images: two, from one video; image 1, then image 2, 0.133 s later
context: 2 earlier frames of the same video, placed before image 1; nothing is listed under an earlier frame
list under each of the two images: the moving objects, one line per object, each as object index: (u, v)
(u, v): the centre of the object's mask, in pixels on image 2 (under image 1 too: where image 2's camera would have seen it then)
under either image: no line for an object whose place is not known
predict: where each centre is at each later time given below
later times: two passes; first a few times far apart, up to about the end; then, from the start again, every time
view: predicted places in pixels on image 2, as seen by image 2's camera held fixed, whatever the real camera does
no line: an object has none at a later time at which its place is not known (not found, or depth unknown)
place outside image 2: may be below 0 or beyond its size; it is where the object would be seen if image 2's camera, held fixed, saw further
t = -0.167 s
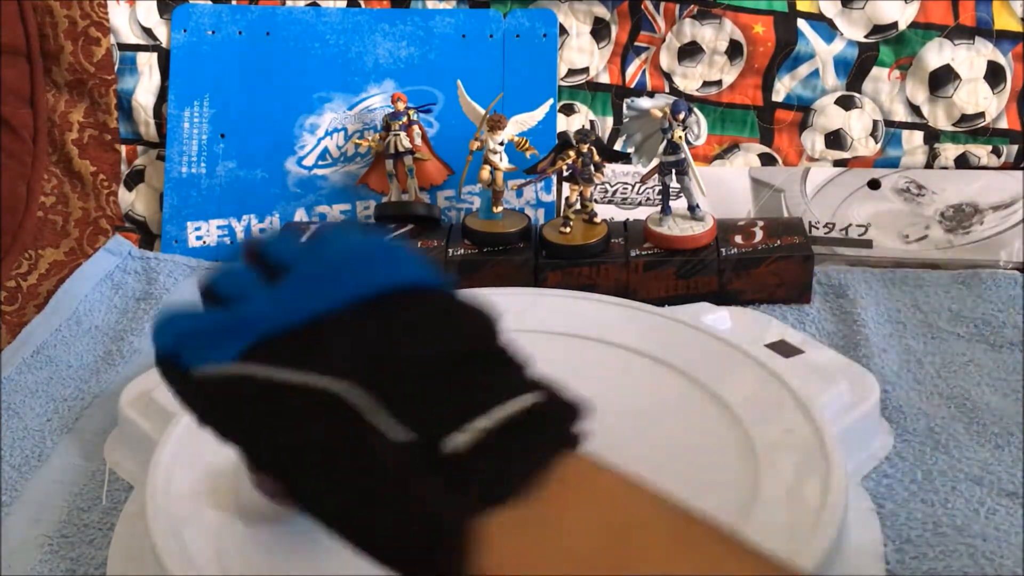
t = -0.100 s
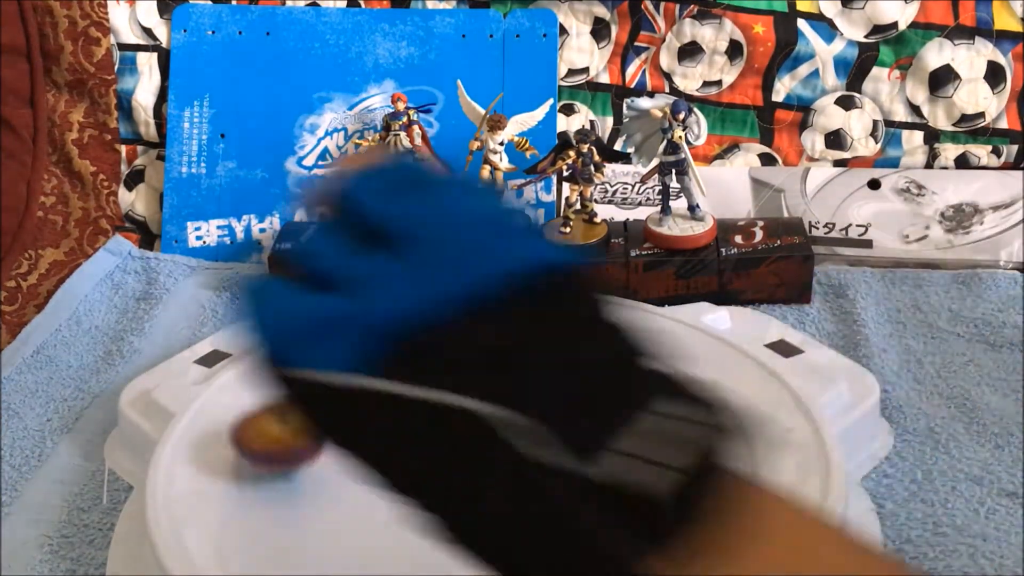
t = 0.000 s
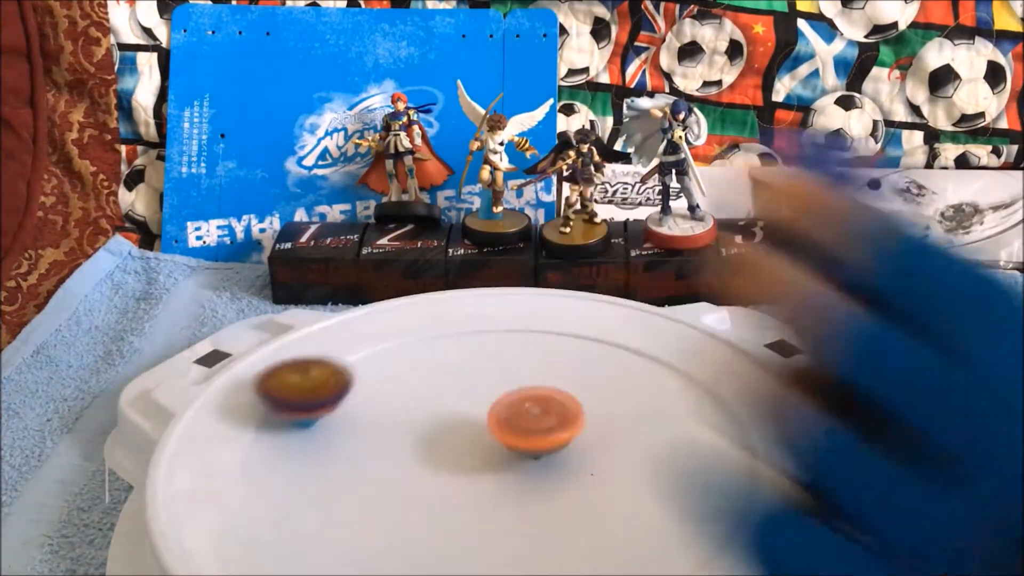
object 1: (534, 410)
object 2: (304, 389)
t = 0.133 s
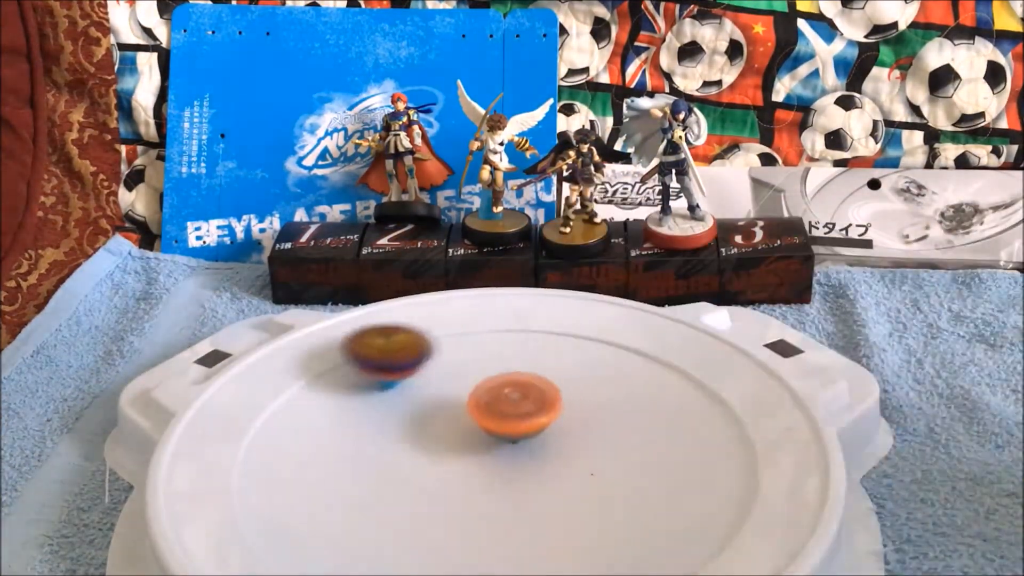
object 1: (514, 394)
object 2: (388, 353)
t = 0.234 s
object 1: (487, 397)
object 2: (465, 348)
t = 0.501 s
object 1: (476, 434)
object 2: (599, 399)
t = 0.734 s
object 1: (494, 421)
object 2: (633, 447)
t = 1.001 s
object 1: (445, 398)
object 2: (566, 427)
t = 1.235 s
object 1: (392, 412)
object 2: (564, 387)
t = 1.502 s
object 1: (445, 440)
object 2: (473, 366)
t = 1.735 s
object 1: (531, 428)
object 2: (417, 432)
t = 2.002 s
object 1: (556, 374)
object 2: (588, 463)
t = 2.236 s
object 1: (497, 359)
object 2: (631, 343)
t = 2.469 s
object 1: (448, 392)
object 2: (401, 324)
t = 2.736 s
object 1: (481, 441)
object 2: (308, 516)
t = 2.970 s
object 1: (542, 442)
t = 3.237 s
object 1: (550, 409)
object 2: (575, 311)
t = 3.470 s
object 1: (493, 398)
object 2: (298, 365)
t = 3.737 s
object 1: (439, 418)
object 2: (427, 537)
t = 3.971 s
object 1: (452, 441)
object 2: (710, 424)
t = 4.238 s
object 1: (501, 428)
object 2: (511, 302)
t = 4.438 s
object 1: (500, 402)
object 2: (329, 363)
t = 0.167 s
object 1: (505, 394)
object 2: (415, 351)
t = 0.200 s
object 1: (495, 395)
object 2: (440, 350)
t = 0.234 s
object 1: (487, 397)
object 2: (465, 348)
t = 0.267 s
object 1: (478, 400)
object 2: (490, 347)
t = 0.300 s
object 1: (471, 404)
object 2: (512, 352)
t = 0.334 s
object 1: (464, 409)
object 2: (533, 357)
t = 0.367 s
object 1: (461, 415)
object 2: (552, 361)
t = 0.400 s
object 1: (460, 420)
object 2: (569, 369)
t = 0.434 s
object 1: (461, 422)
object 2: (582, 378)
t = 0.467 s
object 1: (467, 430)
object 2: (592, 384)
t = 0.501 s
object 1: (476, 434)
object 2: (599, 399)
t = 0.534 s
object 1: (486, 436)
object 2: (603, 409)
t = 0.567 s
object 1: (497, 435)
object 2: (601, 417)
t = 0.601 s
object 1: (503, 435)
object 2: (603, 428)
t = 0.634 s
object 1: (498, 433)
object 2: (616, 434)
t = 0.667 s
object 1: (497, 429)
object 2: (626, 438)
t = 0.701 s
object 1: (496, 425)
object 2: (631, 442)
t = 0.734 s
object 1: (494, 421)
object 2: (633, 447)
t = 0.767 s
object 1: (492, 418)
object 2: (630, 447)
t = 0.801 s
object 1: (490, 415)
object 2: (623, 449)
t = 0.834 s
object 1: (487, 412)
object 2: (612, 445)
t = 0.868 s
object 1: (483, 410)
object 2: (599, 445)
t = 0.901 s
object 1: (479, 408)
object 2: (584, 442)
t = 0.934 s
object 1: (475, 407)
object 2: (569, 435)
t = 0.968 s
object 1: (460, 403)
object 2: (564, 433)
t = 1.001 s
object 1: (445, 398)
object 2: (566, 427)
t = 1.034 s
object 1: (432, 396)
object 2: (568, 425)
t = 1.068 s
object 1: (423, 397)
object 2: (566, 420)
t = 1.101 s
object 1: (416, 399)
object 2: (566, 415)
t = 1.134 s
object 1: (408, 402)
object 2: (565, 409)
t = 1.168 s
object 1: (402, 405)
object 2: (563, 403)
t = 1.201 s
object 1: (396, 408)
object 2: (564, 395)
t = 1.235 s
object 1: (392, 412)
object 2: (564, 387)
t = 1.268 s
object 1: (390, 417)
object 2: (563, 379)
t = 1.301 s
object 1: (391, 422)
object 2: (559, 370)
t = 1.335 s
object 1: (395, 427)
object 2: (553, 360)
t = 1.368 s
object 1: (401, 431)
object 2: (543, 355)
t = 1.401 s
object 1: (409, 435)
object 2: (528, 352)
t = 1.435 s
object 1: (420, 438)
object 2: (511, 352)
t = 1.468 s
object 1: (432, 440)
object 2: (493, 356)
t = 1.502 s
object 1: (445, 440)
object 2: (473, 366)
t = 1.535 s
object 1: (458, 439)
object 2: (456, 377)
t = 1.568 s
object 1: (471, 439)
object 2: (442, 386)
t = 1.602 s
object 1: (484, 440)
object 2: (431, 394)
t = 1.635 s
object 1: (496, 440)
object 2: (423, 402)
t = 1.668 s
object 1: (507, 437)
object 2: (419, 411)
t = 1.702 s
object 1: (518, 433)
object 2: (418, 422)
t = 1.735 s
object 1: (531, 428)
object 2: (417, 432)
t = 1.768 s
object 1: (542, 422)
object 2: (422, 442)
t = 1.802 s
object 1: (551, 415)
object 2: (435, 453)
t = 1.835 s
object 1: (557, 408)
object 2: (452, 463)
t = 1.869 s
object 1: (560, 400)
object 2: (474, 470)
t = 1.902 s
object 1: (562, 394)
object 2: (499, 474)
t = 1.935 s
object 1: (562, 387)
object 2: (529, 475)
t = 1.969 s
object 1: (560, 380)
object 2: (559, 472)
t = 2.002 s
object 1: (556, 374)
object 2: (588, 463)
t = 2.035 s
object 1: (551, 369)
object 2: (614, 451)
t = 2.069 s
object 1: (544, 365)
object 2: (636, 435)
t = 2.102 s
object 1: (535, 362)
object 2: (651, 418)
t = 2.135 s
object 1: (526, 359)
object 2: (658, 399)
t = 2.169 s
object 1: (517, 357)
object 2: (657, 380)
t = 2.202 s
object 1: (507, 358)
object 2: (648, 361)
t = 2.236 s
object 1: (497, 359)
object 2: (631, 343)
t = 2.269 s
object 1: (486, 361)
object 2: (608, 329)
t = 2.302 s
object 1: (475, 364)
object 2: (580, 318)
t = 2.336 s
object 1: (466, 368)
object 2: (548, 309)
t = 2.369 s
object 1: (459, 374)
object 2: (513, 303)
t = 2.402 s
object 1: (454, 380)
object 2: (478, 305)
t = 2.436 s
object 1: (450, 386)
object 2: (437, 313)
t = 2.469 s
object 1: (448, 392)
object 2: (401, 324)
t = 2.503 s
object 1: (448, 400)
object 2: (365, 340)
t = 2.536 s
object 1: (449, 407)
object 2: (333, 359)
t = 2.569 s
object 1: (450, 414)
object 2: (308, 377)
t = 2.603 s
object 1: (454, 420)
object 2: (286, 402)
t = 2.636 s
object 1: (459, 426)
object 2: (273, 430)
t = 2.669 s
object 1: (464, 432)
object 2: (272, 458)
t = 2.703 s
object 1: (471, 437)
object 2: (283, 488)
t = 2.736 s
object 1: (481, 441)
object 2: (308, 516)
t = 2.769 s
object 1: (489, 444)
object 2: (348, 537)
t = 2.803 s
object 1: (499, 446)
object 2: (405, 548)
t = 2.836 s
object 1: (509, 447)
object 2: (470, 553)
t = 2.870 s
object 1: (518, 447)
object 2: (531, 552)
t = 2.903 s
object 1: (527, 446)
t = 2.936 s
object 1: (534, 444)
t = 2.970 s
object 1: (542, 442)
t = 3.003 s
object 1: (548, 439)
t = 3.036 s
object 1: (553, 435)
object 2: (743, 443)
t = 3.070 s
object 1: (557, 431)
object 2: (740, 414)
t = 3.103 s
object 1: (558, 427)
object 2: (727, 382)
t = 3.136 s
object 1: (559, 422)
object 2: (696, 358)
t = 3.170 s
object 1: (558, 418)
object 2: (663, 337)
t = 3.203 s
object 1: (555, 413)
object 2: (626, 319)
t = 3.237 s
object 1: (550, 409)
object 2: (575, 311)
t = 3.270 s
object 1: (544, 406)
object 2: (525, 305)
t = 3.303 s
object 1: (537, 403)
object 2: (484, 302)
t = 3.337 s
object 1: (529, 401)
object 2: (442, 310)
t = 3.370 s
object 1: (521, 399)
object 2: (397, 319)
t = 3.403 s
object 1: (512, 398)
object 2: (357, 334)
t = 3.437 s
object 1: (503, 398)
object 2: (329, 347)
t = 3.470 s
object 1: (493, 398)
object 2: (298, 365)
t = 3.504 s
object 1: (484, 399)
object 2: (277, 388)
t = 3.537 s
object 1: (476, 400)
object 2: (267, 411)
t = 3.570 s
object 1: (467, 402)
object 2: (263, 434)
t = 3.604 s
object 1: (459, 404)
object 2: (272, 461)
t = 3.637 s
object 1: (452, 408)
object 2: (296, 487)
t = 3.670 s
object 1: (447, 410)
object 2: (324, 508)
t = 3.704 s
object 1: (442, 414)
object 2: (373, 529)
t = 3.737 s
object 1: (439, 418)
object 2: (427, 537)
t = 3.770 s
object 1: (437, 422)
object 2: (479, 540)
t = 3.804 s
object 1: (436, 426)
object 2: (544, 536)
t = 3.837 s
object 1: (437, 431)
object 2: (592, 526)
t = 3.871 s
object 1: (439, 434)
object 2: (638, 507)
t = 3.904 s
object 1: (443, 438)
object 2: (673, 479)
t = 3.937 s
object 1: (447, 440)
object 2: (697, 455)
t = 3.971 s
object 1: (452, 441)
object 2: (710, 424)
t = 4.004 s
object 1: (458, 442)
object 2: (712, 398)
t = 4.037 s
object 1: (464, 443)
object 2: (706, 371)
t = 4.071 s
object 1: (470, 442)
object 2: (692, 351)
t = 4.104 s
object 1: (478, 441)
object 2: (661, 333)
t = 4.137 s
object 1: (486, 439)
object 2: (622, 325)
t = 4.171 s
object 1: (492, 436)
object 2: (583, 314)
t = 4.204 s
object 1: (497, 432)
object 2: (547, 307)
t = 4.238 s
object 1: (501, 428)
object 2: (511, 302)
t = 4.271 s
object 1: (504, 424)
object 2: (470, 307)
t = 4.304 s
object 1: (505, 419)
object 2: (438, 312)
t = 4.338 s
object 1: (506, 415)
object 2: (404, 323)
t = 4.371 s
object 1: (505, 411)
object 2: (374, 334)
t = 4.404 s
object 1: (503, 406)
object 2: (348, 350)
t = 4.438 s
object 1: (500, 402)
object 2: (329, 363)
